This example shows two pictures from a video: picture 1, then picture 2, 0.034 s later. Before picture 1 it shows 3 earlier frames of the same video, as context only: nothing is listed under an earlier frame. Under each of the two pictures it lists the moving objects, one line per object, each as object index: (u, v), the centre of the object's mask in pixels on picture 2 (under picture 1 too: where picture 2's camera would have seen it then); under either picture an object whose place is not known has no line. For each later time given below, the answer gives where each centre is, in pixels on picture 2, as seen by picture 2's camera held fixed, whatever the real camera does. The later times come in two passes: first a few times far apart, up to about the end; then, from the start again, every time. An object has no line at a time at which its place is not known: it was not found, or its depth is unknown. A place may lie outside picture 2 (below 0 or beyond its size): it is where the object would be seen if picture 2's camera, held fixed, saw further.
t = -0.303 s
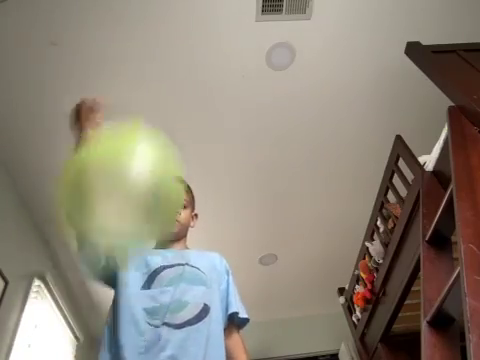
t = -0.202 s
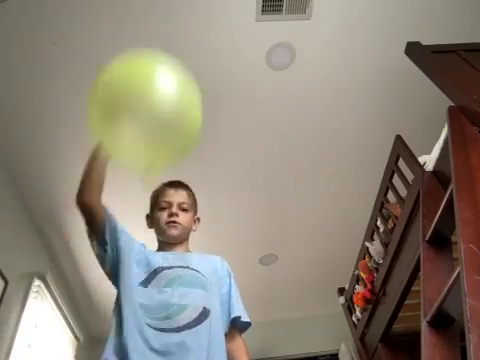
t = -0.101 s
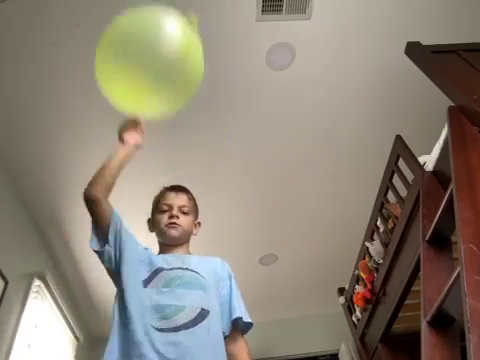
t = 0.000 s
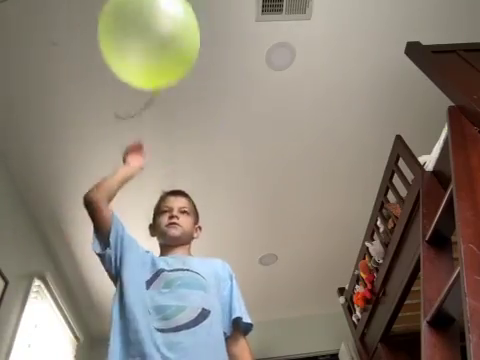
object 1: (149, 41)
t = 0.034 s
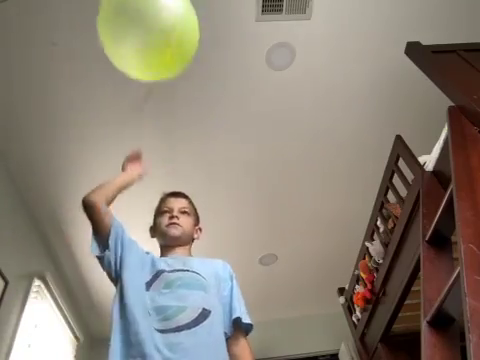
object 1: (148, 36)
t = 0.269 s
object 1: (149, 27)
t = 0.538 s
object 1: (151, 27)
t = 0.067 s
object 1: (148, 33)
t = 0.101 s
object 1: (147, 31)
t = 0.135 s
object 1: (146, 30)
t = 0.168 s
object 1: (147, 29)
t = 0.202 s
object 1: (147, 28)
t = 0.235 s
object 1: (148, 27)
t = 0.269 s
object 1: (149, 27)
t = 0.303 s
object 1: (151, 26)
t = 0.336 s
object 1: (152, 24)
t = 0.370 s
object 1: (152, 23)
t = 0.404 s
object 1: (153, 23)
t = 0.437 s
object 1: (152, 23)
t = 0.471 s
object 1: (152, 24)
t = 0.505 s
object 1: (152, 26)
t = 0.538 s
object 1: (151, 27)
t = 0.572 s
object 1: (150, 30)
